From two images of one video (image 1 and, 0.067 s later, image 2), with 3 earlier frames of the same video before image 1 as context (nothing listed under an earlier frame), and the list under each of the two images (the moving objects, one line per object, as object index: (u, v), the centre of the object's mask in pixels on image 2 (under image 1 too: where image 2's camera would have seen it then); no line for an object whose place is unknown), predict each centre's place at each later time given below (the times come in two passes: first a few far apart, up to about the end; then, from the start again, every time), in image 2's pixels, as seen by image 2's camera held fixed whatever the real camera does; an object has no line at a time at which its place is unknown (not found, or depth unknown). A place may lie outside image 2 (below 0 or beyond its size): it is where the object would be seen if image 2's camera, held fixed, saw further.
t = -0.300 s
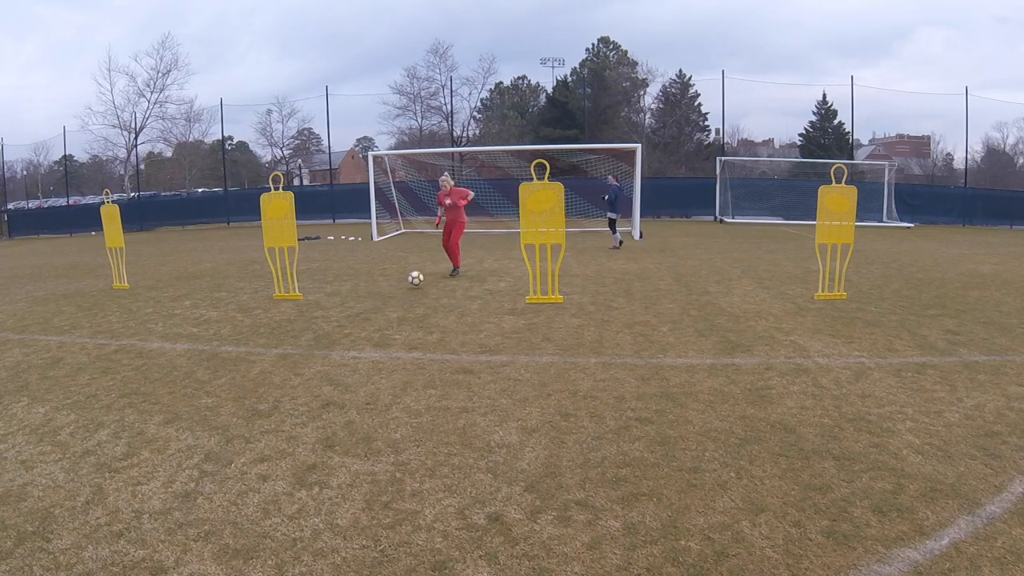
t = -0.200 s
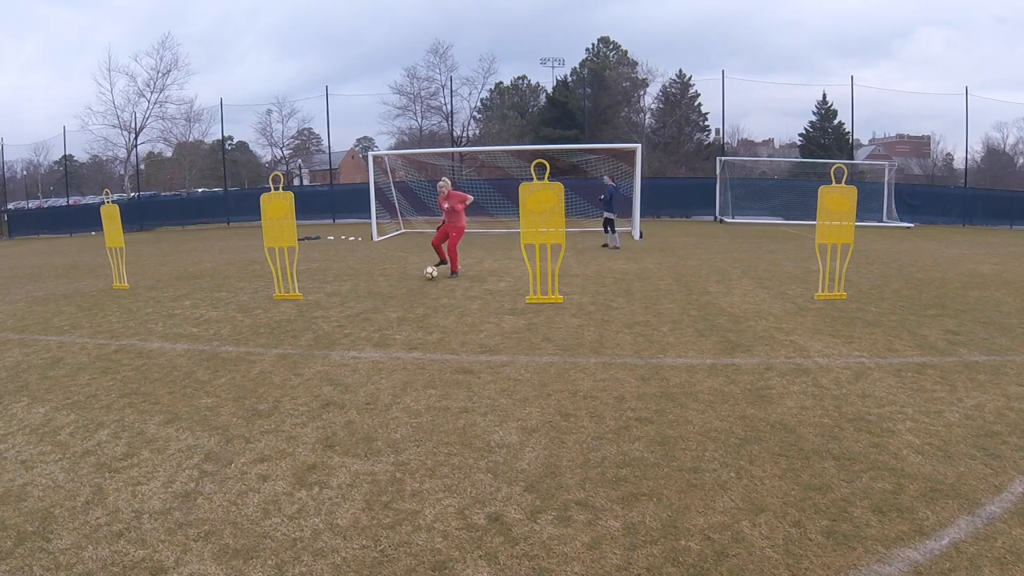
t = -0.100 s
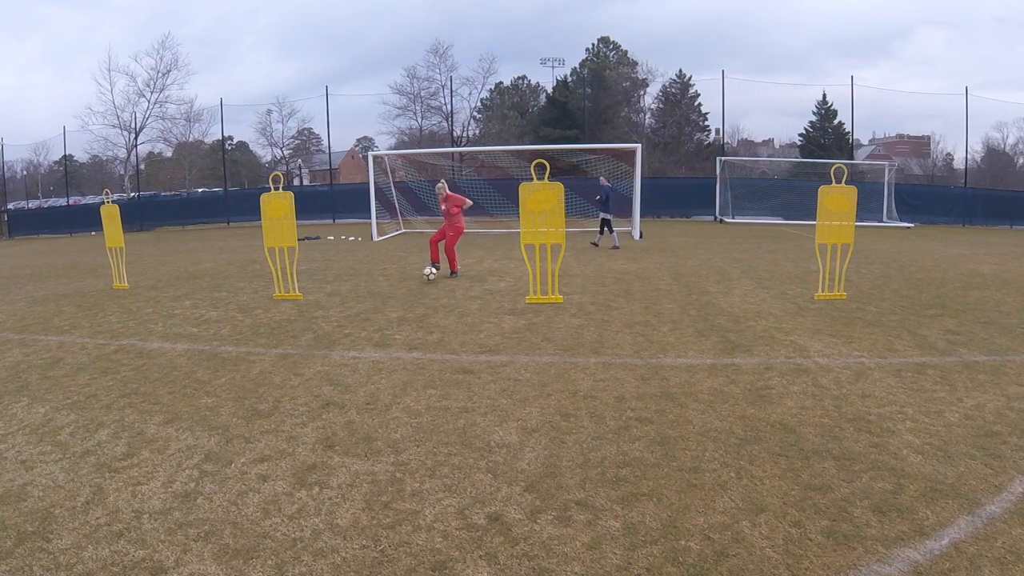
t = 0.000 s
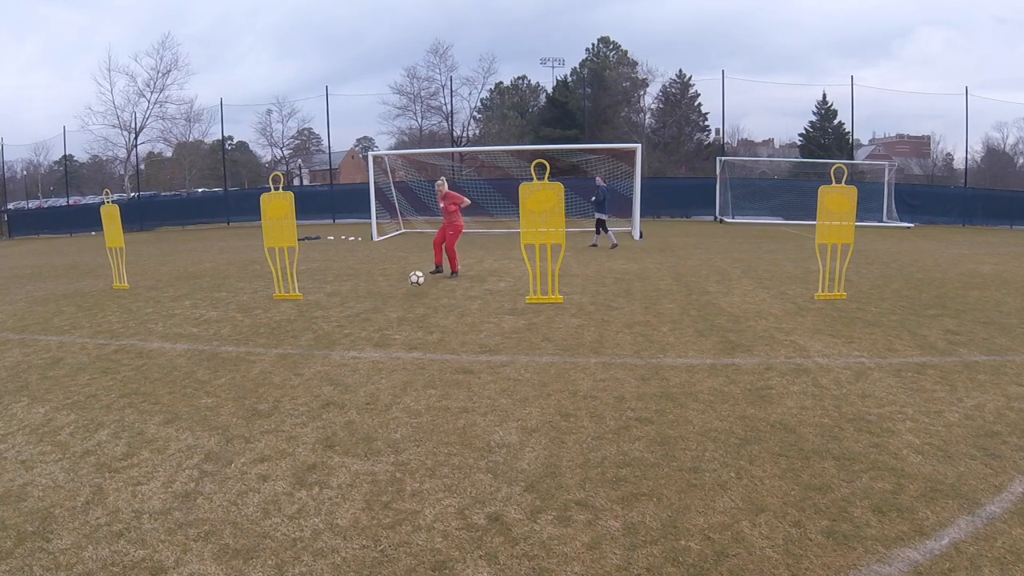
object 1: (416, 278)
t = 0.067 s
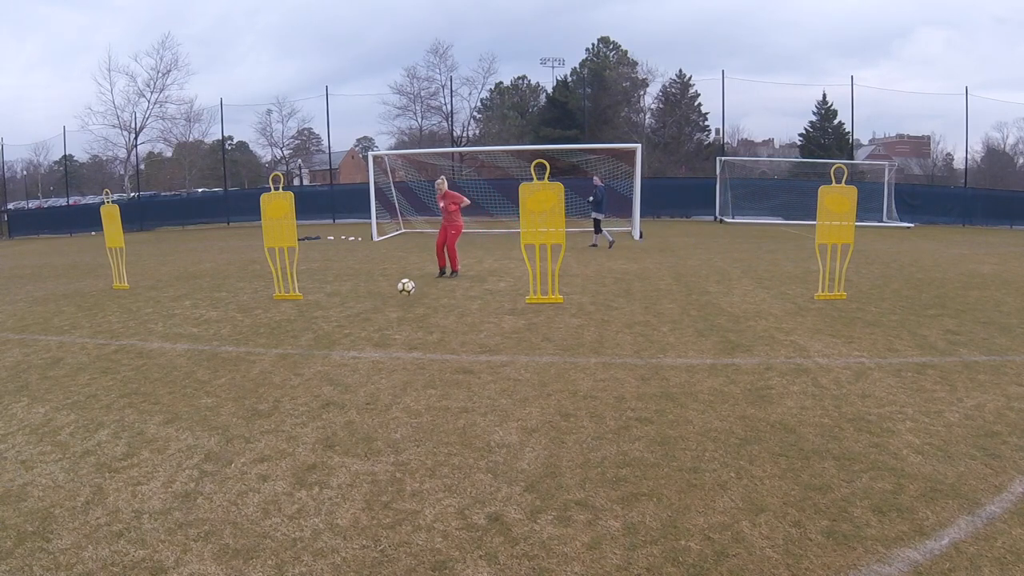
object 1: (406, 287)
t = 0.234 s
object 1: (372, 323)
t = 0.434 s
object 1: (309, 380)
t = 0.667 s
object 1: (182, 493)
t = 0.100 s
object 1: (400, 293)
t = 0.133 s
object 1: (394, 301)
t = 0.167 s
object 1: (387, 311)
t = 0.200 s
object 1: (379, 319)
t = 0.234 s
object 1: (372, 323)
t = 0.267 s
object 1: (364, 328)
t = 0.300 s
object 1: (355, 335)
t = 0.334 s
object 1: (344, 345)
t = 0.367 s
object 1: (333, 356)
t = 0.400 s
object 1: (321, 371)
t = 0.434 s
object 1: (309, 380)
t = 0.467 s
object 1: (296, 389)
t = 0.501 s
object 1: (281, 402)
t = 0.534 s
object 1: (265, 418)
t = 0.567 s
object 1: (247, 437)
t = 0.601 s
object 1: (227, 452)
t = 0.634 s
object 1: (206, 471)
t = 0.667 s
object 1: (182, 493)
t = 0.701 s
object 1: (157, 520)
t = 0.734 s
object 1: (129, 540)
